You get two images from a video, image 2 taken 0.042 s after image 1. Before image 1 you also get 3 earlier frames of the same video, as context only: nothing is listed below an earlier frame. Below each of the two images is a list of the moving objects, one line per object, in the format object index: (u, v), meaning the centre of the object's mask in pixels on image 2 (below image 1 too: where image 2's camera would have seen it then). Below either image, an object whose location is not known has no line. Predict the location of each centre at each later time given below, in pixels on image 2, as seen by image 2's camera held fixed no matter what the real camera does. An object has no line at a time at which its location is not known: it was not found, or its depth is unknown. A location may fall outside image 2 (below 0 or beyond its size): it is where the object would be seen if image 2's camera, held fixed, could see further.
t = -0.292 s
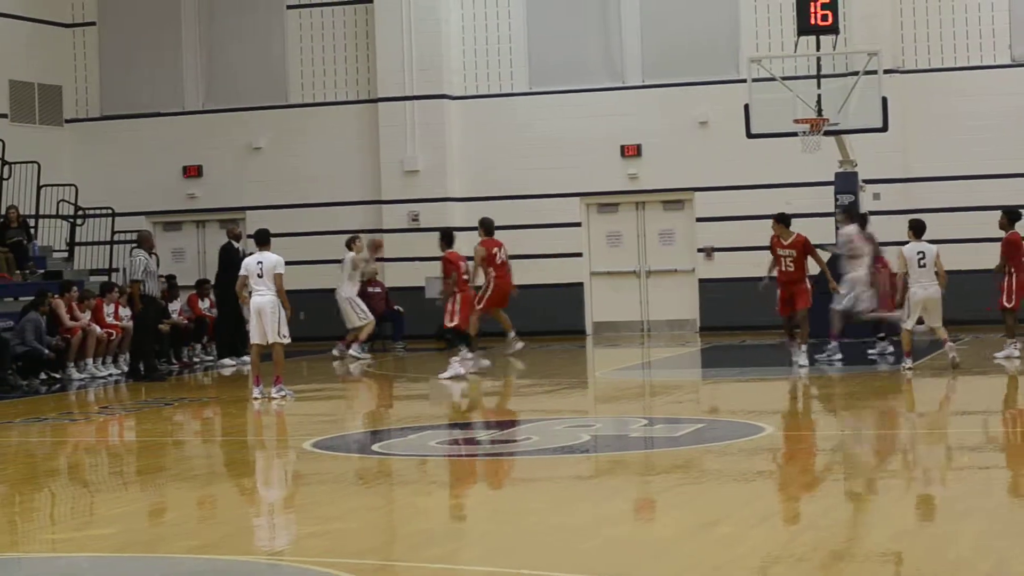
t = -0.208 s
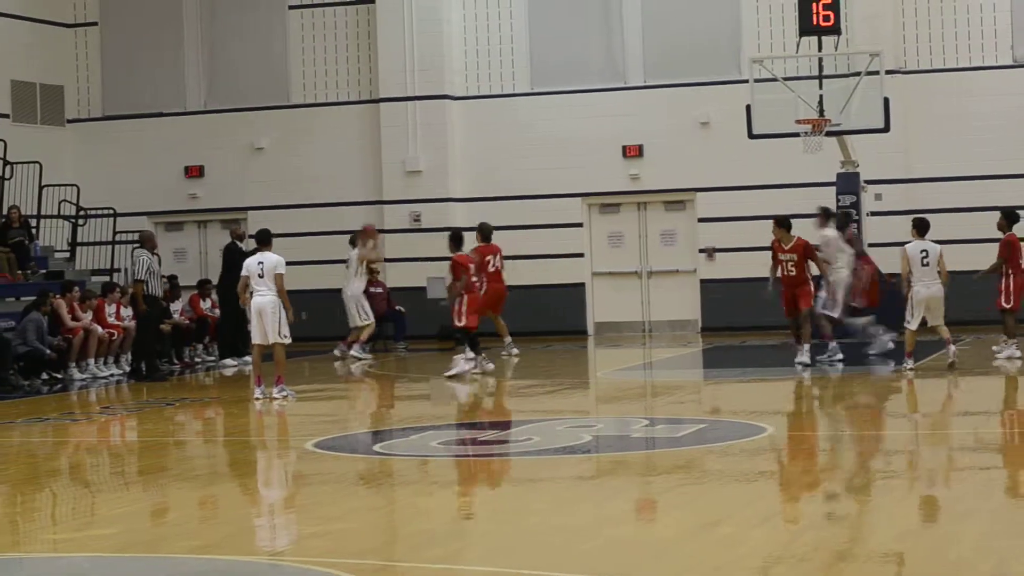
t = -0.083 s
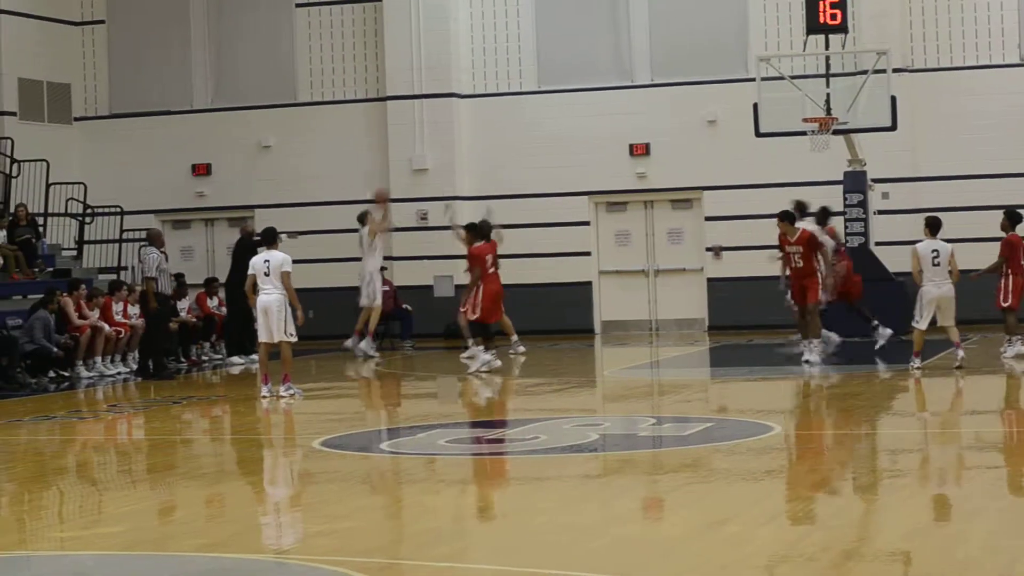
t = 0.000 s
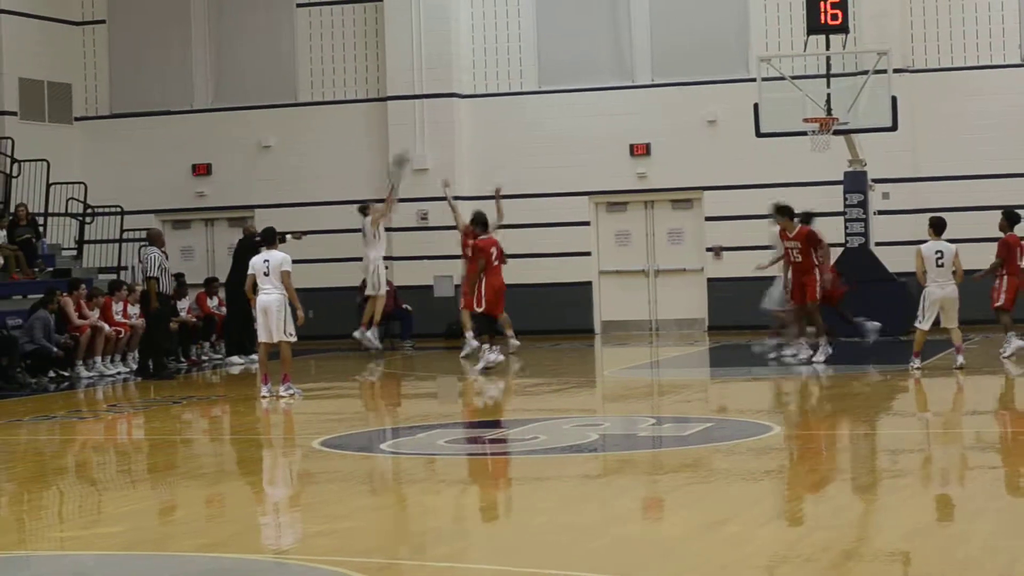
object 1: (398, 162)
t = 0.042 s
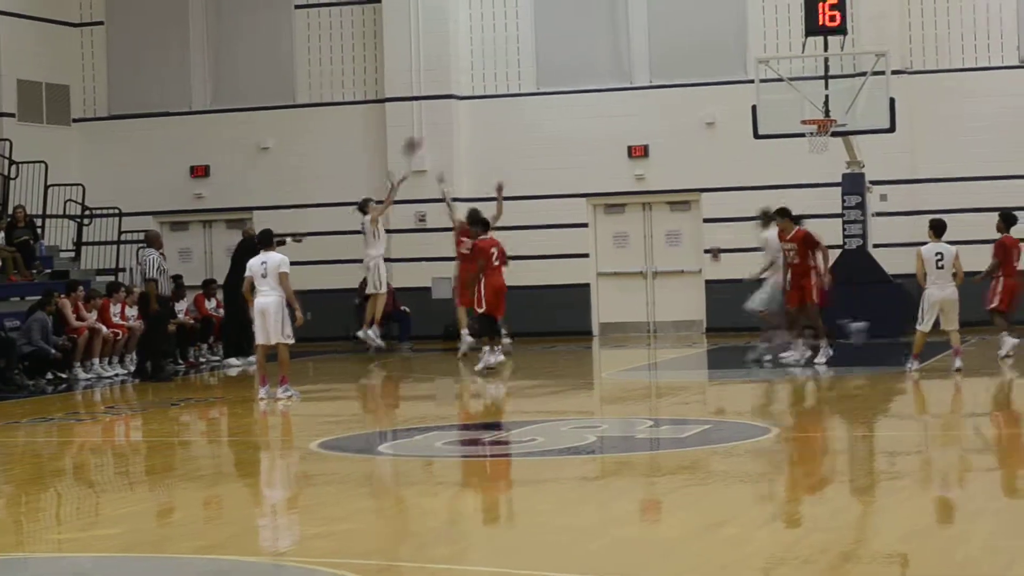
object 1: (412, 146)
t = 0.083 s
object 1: (426, 127)
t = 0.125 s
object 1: (438, 112)
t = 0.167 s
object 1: (451, 97)
